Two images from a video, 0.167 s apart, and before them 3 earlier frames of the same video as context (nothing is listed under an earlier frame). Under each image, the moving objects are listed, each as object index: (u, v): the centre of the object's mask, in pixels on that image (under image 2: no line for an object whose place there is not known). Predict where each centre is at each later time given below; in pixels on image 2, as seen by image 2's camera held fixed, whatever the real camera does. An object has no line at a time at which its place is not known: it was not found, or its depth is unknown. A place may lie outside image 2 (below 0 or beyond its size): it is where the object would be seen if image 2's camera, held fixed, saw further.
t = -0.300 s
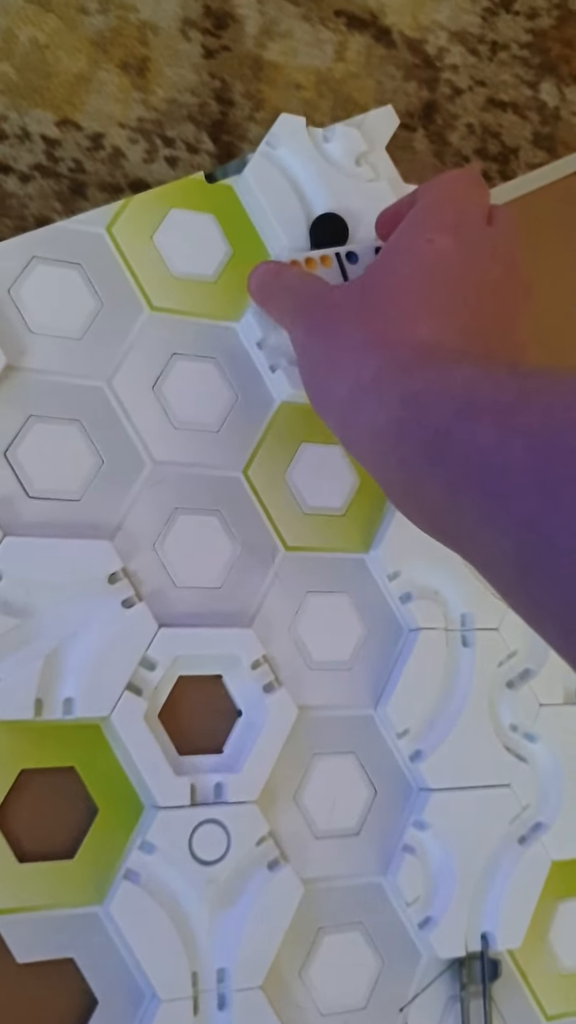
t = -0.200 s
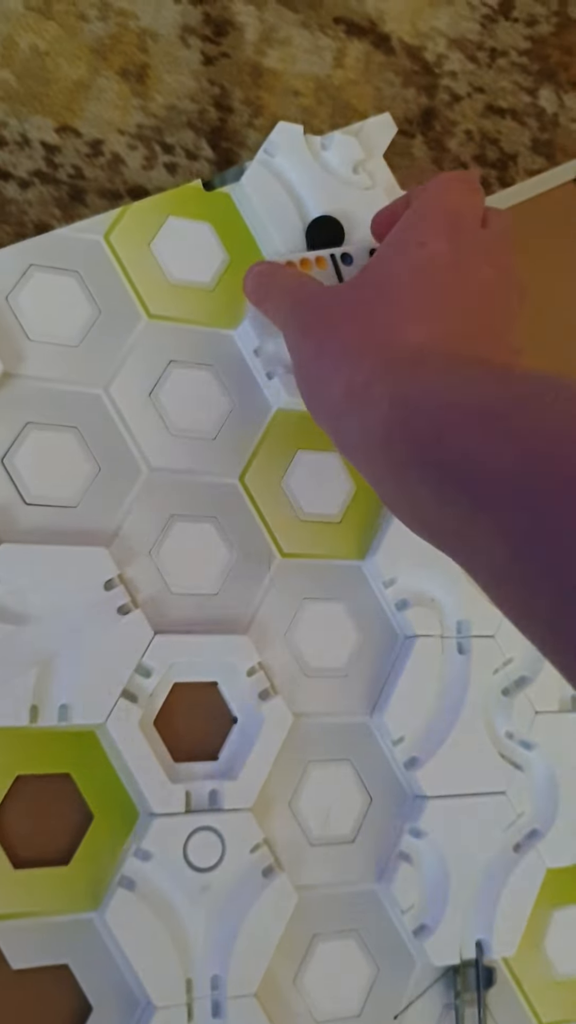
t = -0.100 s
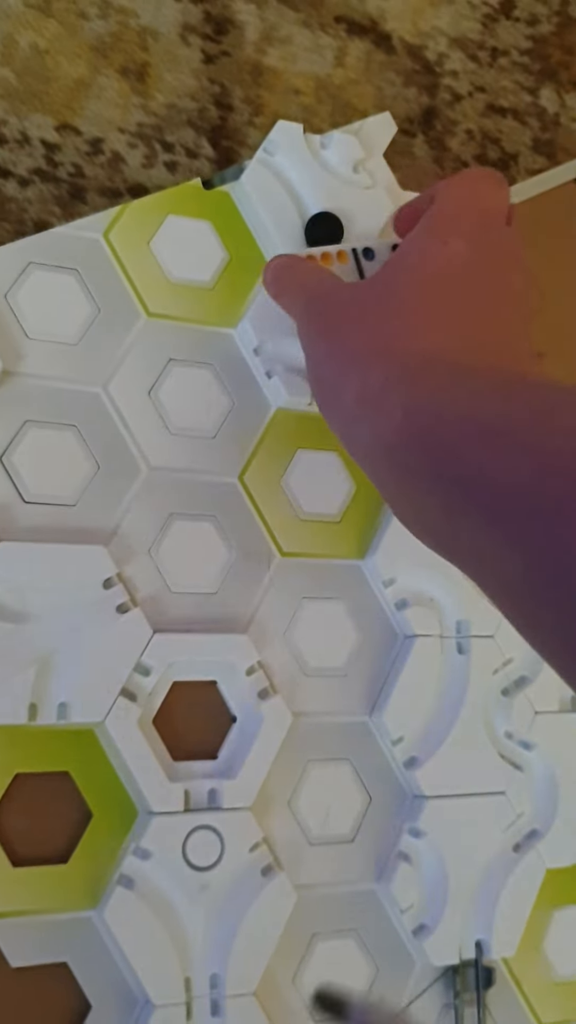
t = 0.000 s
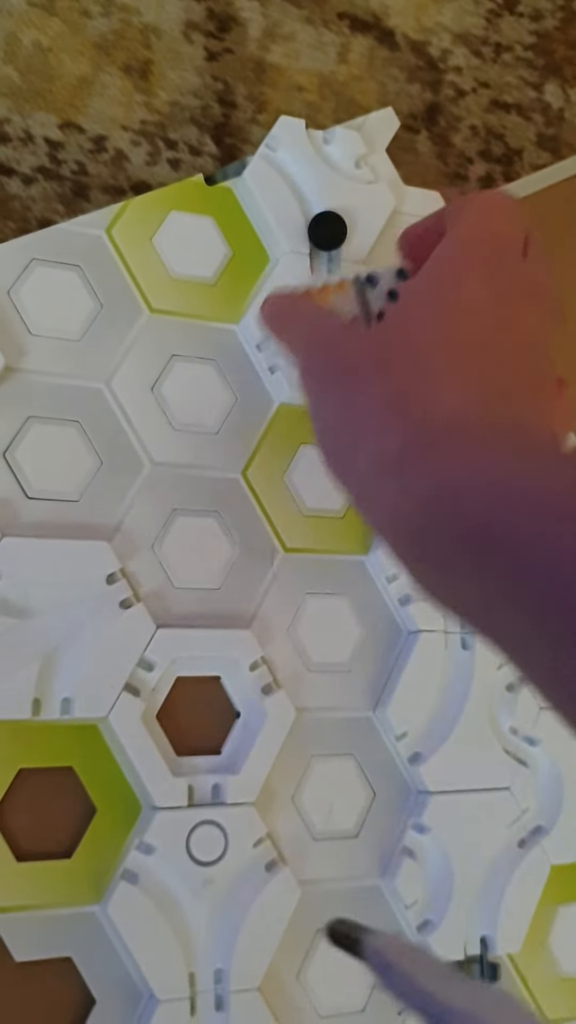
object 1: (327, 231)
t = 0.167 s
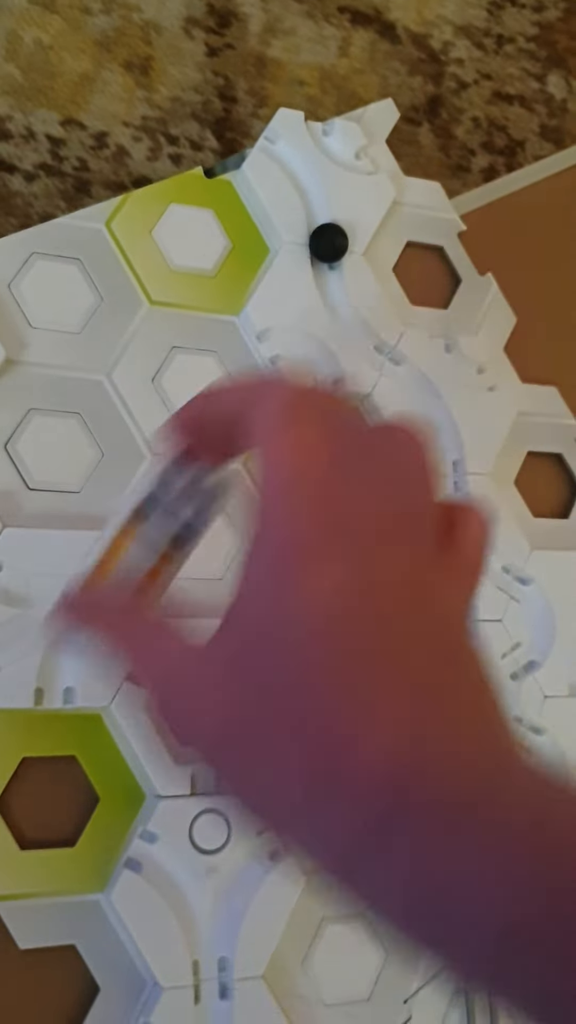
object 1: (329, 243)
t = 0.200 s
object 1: (329, 249)
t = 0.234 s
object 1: (329, 255)
